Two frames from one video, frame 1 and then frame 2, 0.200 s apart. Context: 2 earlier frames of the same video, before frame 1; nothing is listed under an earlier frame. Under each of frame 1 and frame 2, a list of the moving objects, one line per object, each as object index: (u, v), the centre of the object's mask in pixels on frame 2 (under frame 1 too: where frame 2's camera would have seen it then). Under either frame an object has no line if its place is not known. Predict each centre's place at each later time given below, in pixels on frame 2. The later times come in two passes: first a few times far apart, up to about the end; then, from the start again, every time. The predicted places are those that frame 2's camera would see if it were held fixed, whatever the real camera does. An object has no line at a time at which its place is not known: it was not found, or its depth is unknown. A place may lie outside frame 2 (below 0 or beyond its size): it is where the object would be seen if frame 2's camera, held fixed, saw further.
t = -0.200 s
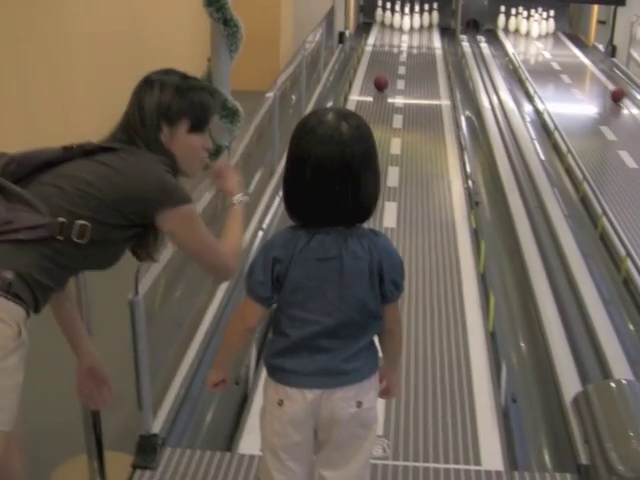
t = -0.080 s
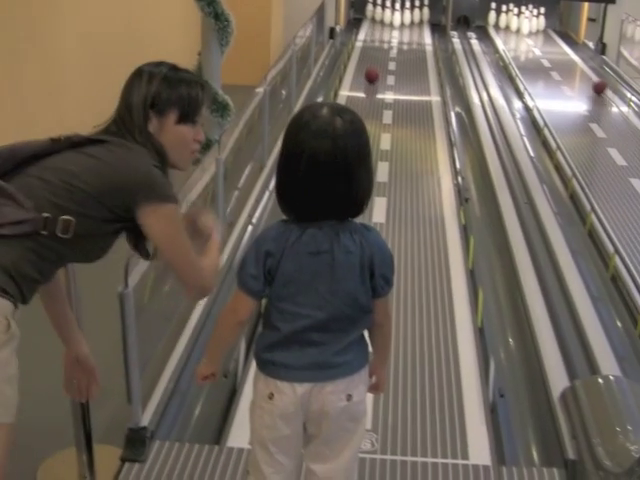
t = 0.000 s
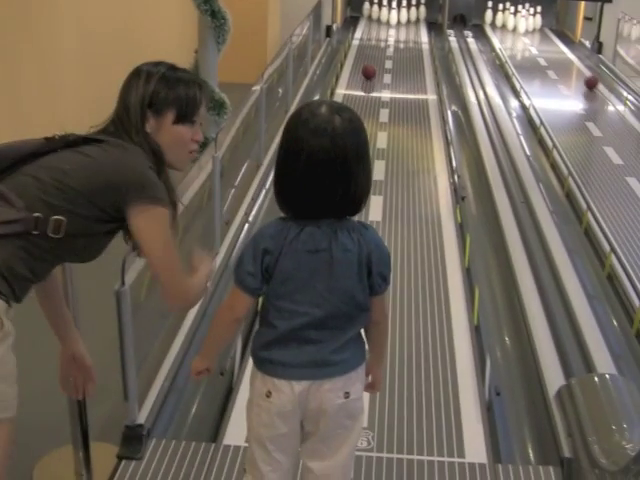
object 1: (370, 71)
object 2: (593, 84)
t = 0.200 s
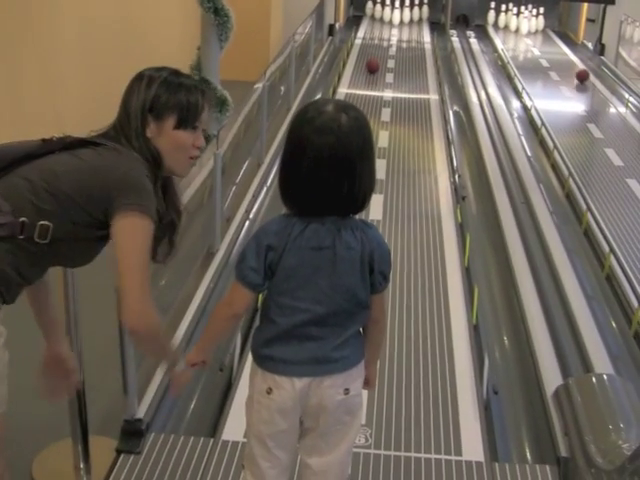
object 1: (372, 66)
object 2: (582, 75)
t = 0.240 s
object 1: (372, 65)
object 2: (580, 73)
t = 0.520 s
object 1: (374, 59)
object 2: (566, 63)
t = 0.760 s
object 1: (376, 54)
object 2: (556, 55)
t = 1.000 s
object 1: (378, 49)
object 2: (546, 47)
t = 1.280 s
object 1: (381, 43)
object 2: (536, 38)
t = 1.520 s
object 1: (383, 38)
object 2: (527, 32)
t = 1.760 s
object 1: (385, 35)
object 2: (521, 28)
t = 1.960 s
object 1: (386, 32)
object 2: (517, 27)
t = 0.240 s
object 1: (372, 65)
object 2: (580, 73)
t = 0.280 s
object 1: (372, 64)
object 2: (578, 72)
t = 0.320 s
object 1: (373, 63)
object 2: (576, 71)
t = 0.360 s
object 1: (373, 62)
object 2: (574, 69)
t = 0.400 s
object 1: (373, 61)
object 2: (572, 68)
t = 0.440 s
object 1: (373, 60)
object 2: (570, 66)
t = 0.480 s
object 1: (374, 59)
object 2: (568, 65)
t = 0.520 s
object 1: (374, 59)
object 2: (566, 63)
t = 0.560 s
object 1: (374, 58)
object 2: (564, 62)
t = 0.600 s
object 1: (375, 57)
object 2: (563, 60)
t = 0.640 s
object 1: (375, 56)
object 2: (561, 59)
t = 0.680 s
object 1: (376, 55)
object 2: (560, 58)
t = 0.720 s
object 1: (376, 54)
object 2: (558, 56)
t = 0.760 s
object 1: (376, 54)
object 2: (556, 55)
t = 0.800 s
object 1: (377, 53)
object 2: (554, 54)
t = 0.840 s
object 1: (377, 51)
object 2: (552, 53)
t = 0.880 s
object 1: (378, 51)
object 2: (551, 51)
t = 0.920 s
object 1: (378, 50)
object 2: (549, 50)
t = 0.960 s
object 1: (378, 49)
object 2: (548, 48)
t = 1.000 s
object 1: (378, 49)
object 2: (546, 47)
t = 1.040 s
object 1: (379, 48)
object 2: (545, 45)
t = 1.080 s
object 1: (379, 46)
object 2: (543, 44)
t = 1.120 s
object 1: (379, 46)
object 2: (542, 43)
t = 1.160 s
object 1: (380, 45)
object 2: (539, 41)
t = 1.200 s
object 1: (380, 44)
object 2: (538, 40)
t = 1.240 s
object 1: (380, 44)
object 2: (537, 39)
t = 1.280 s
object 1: (381, 43)
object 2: (536, 38)
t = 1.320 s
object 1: (381, 42)
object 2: (534, 37)
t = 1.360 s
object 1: (381, 42)
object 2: (533, 36)
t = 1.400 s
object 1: (382, 41)
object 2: (532, 35)
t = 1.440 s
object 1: (383, 40)
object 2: (531, 34)
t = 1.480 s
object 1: (383, 40)
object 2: (529, 33)
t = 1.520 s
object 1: (383, 38)
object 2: (527, 32)
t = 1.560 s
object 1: (384, 38)
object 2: (526, 31)
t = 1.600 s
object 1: (384, 37)
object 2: (525, 31)
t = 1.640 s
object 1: (384, 37)
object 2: (524, 30)
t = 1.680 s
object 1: (384, 36)
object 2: (523, 29)
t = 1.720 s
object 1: (385, 36)
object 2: (522, 29)
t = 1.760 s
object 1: (385, 35)
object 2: (521, 28)
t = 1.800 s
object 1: (385, 34)
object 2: (520, 28)
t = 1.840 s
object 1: (386, 33)
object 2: (519, 28)
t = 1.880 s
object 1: (386, 33)
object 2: (519, 27)
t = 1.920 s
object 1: (387, 33)
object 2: (519, 27)
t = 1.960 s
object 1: (386, 32)
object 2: (517, 27)
